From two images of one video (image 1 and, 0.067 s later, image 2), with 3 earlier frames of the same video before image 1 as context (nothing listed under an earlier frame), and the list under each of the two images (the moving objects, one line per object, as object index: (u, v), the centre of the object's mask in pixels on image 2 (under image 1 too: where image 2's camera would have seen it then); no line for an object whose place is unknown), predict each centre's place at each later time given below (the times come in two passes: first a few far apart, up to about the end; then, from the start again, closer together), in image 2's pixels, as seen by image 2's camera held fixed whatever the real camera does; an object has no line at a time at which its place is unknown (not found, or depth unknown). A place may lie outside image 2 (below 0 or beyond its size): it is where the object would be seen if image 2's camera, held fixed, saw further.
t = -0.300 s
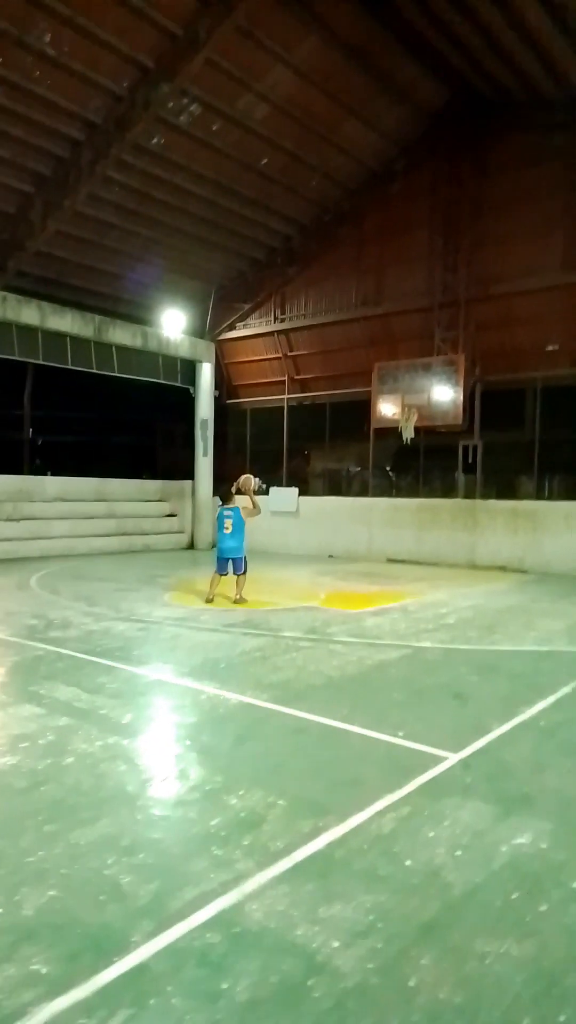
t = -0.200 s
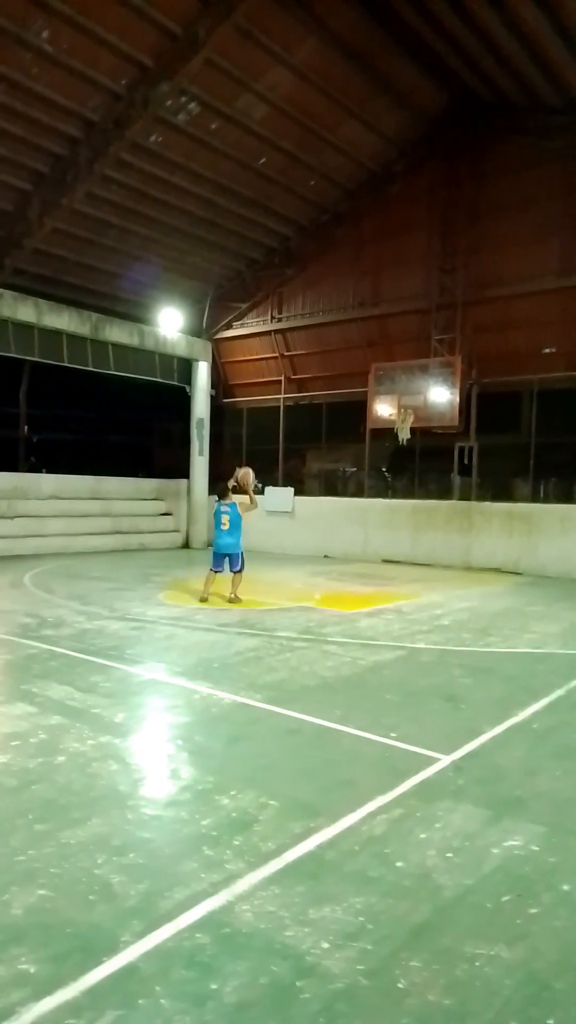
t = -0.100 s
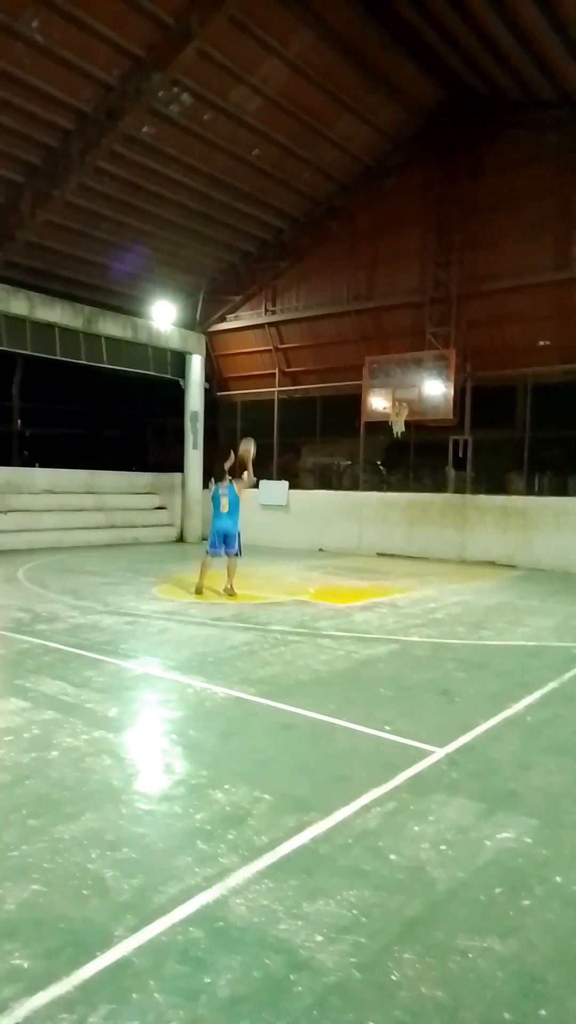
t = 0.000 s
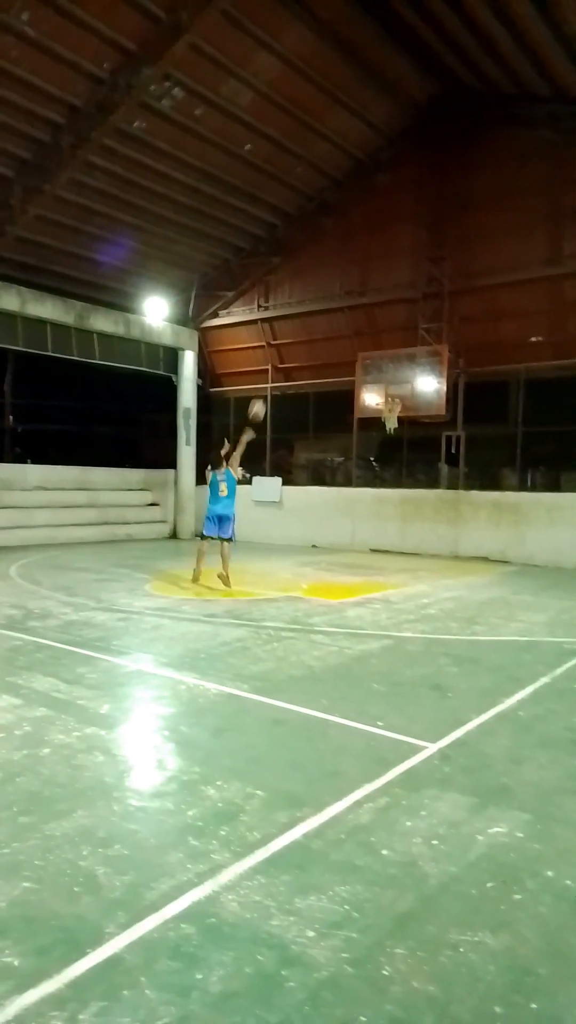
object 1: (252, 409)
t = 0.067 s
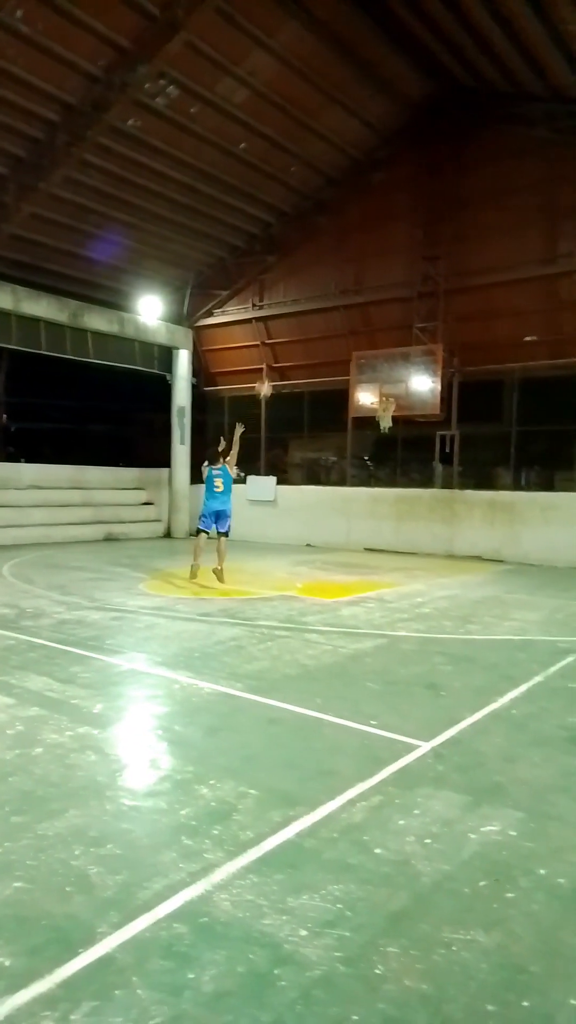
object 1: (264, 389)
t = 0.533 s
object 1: (335, 340)
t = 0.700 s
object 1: (354, 355)
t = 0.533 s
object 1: (335, 340)
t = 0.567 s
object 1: (339, 342)
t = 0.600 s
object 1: (343, 344)
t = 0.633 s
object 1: (347, 346)
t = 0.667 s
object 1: (351, 351)
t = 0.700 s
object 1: (354, 355)
